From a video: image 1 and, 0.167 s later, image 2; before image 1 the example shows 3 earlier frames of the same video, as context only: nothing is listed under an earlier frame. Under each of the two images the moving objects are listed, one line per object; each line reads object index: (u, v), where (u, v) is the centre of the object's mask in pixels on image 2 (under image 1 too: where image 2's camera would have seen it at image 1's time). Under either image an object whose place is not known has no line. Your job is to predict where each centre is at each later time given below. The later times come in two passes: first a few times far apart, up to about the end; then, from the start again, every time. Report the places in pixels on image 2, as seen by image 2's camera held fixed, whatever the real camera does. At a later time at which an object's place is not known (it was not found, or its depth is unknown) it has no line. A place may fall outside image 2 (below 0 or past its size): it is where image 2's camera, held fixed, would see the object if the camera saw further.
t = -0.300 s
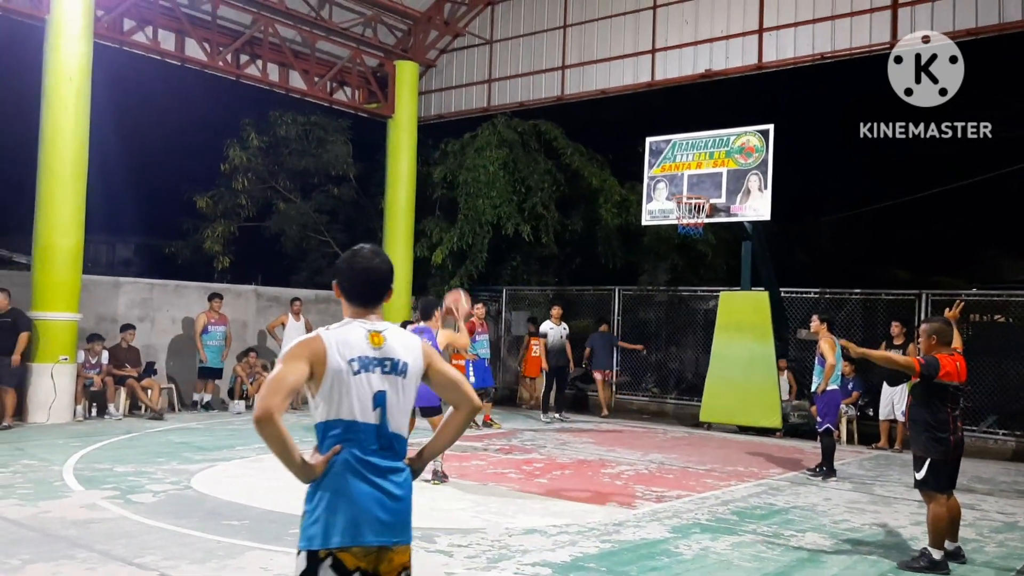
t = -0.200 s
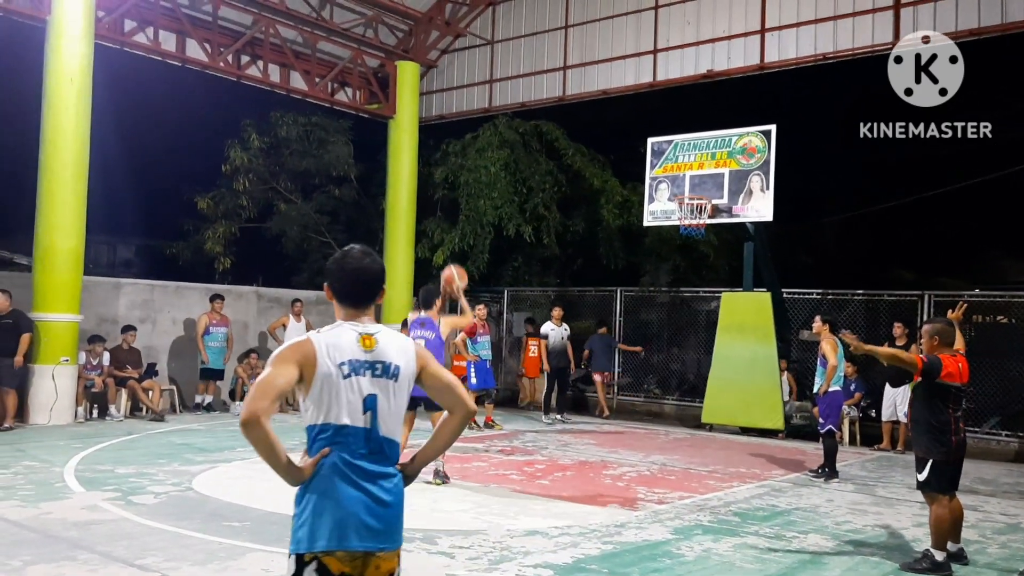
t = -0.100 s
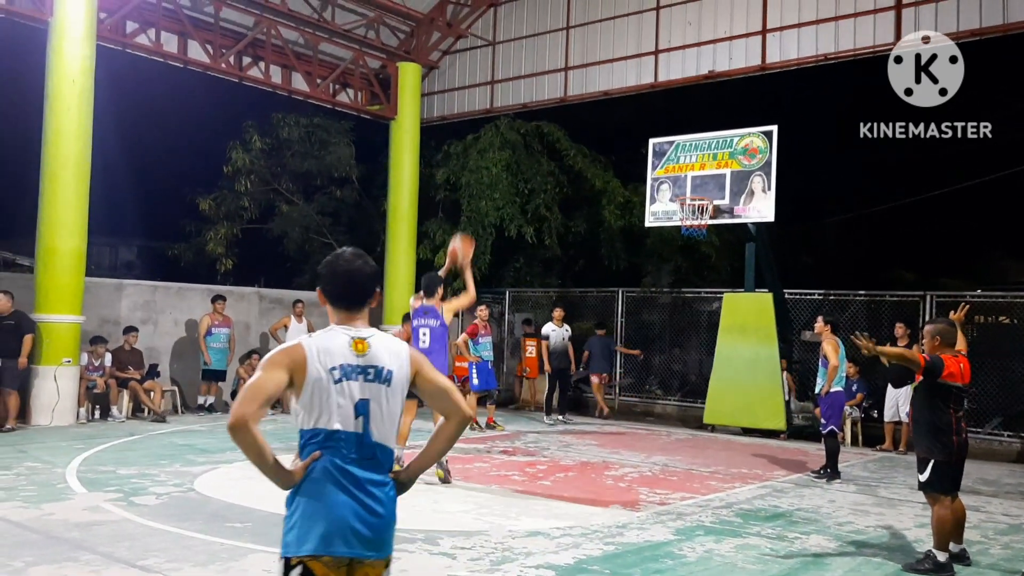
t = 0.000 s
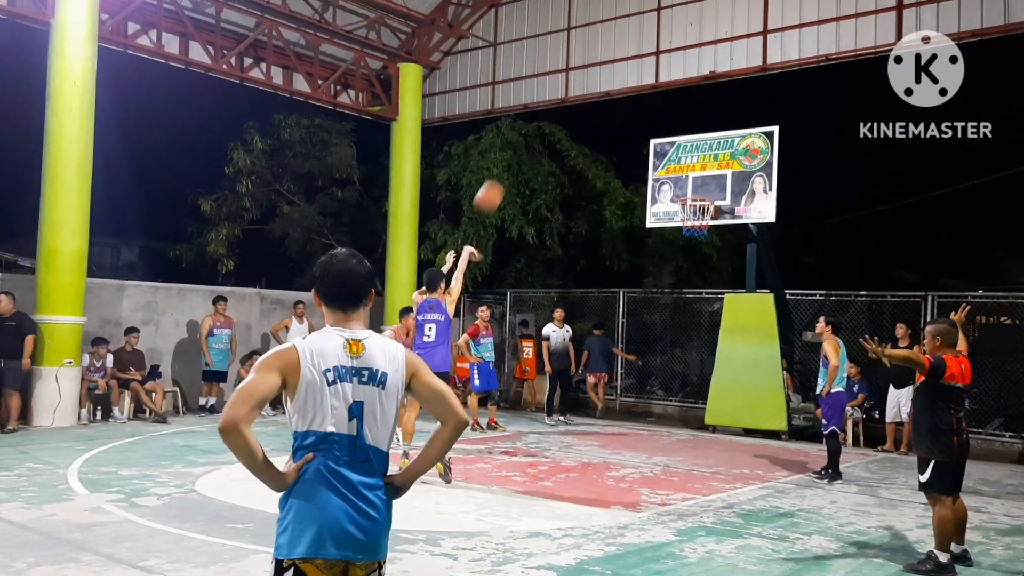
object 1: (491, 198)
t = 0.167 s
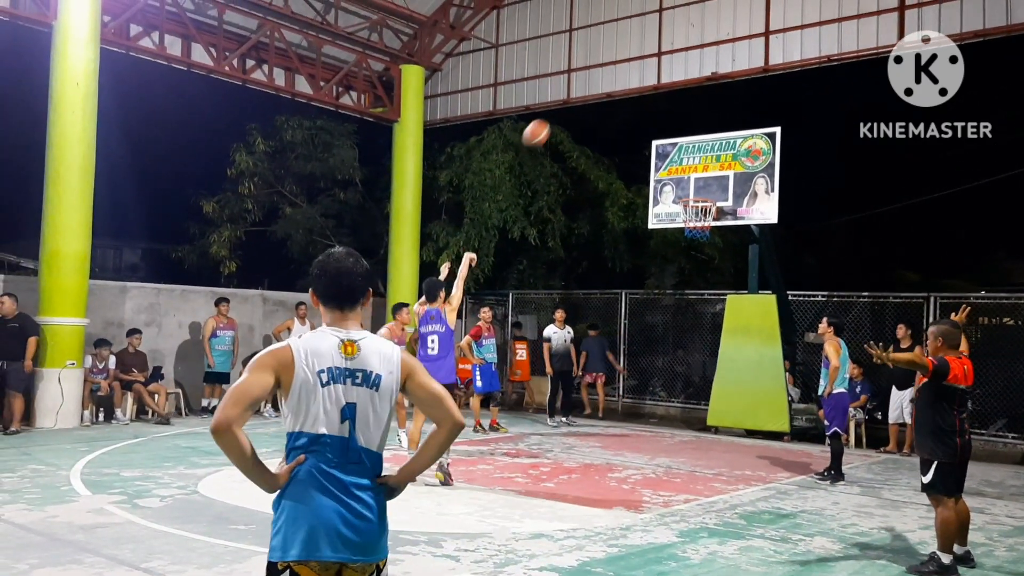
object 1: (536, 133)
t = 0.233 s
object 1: (552, 116)
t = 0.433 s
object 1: (597, 93)
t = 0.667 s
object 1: (642, 109)
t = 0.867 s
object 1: (673, 154)
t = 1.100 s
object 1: (699, 213)
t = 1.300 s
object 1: (685, 250)
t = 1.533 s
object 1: (669, 330)
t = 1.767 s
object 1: (654, 433)
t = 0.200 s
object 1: (545, 124)
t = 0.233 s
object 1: (552, 116)
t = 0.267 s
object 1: (560, 110)
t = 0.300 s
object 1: (568, 105)
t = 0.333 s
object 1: (575, 101)
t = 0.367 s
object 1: (583, 97)
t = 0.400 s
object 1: (590, 94)
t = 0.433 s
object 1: (597, 93)
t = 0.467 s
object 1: (605, 93)
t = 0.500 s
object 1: (611, 94)
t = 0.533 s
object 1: (618, 95)
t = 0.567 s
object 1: (624, 97)
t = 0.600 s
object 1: (630, 100)
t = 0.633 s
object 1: (636, 104)
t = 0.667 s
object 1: (642, 109)
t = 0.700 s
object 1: (648, 115)
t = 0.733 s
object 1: (653, 121)
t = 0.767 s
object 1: (658, 128)
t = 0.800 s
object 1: (663, 135)
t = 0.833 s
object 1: (668, 144)
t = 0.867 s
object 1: (673, 154)
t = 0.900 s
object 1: (679, 165)
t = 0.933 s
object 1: (684, 175)
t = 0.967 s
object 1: (689, 187)
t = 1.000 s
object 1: (694, 195)
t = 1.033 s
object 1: (697, 202)
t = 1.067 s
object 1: (700, 208)
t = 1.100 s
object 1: (699, 213)
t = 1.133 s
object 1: (696, 221)
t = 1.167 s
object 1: (694, 224)
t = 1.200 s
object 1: (692, 231)
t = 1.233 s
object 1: (689, 237)
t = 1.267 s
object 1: (687, 243)
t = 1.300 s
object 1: (685, 250)
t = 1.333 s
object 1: (683, 259)
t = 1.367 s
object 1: (681, 269)
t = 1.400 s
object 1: (679, 279)
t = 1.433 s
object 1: (676, 290)
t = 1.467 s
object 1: (674, 303)
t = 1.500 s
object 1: (672, 316)
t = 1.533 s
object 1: (669, 330)
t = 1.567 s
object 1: (667, 346)
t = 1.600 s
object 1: (665, 362)
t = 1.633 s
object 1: (663, 379)
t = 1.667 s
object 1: (660, 394)
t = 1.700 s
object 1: (658, 416)
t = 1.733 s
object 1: (656, 435)
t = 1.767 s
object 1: (654, 433)
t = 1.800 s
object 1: (652, 417)
